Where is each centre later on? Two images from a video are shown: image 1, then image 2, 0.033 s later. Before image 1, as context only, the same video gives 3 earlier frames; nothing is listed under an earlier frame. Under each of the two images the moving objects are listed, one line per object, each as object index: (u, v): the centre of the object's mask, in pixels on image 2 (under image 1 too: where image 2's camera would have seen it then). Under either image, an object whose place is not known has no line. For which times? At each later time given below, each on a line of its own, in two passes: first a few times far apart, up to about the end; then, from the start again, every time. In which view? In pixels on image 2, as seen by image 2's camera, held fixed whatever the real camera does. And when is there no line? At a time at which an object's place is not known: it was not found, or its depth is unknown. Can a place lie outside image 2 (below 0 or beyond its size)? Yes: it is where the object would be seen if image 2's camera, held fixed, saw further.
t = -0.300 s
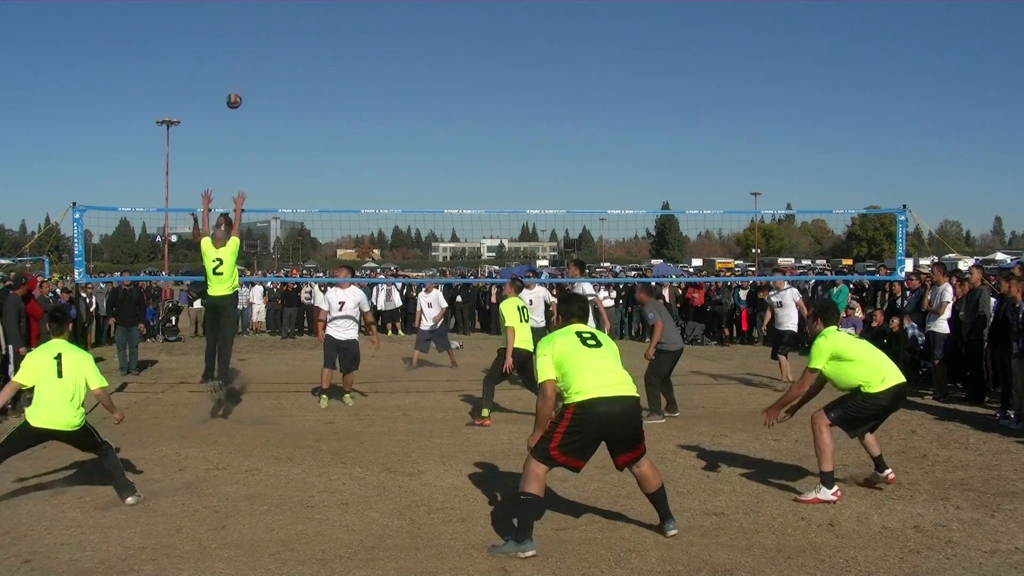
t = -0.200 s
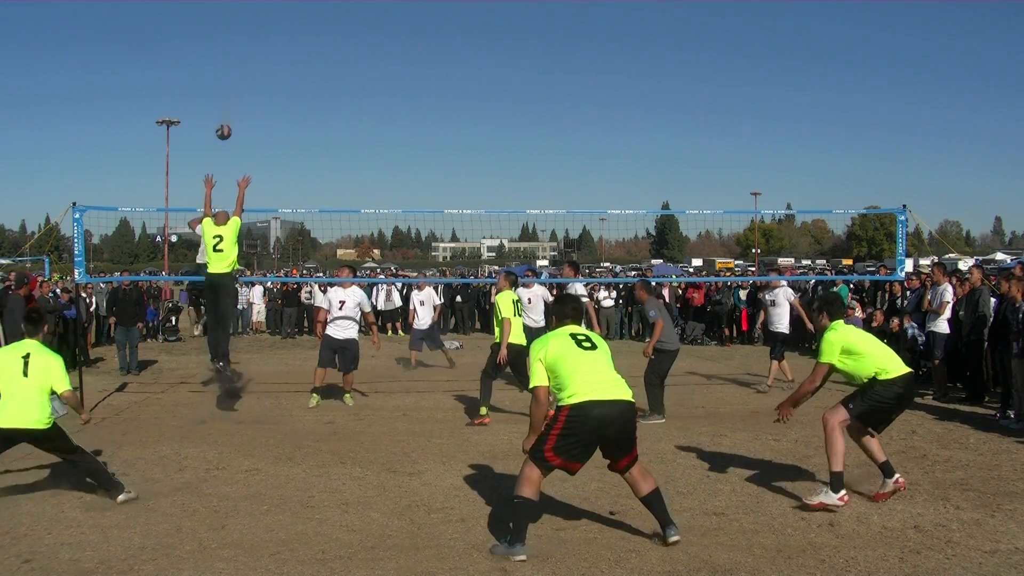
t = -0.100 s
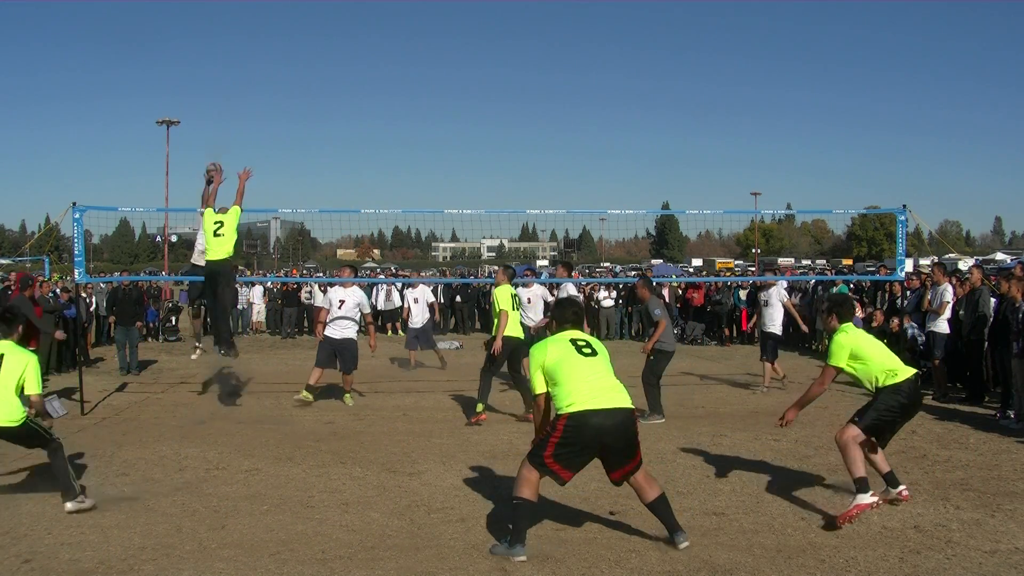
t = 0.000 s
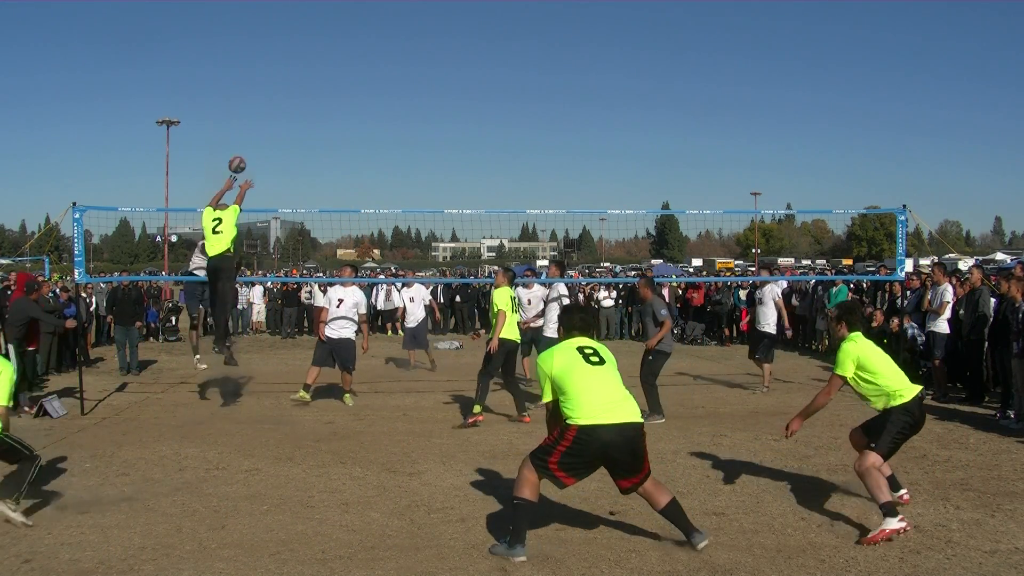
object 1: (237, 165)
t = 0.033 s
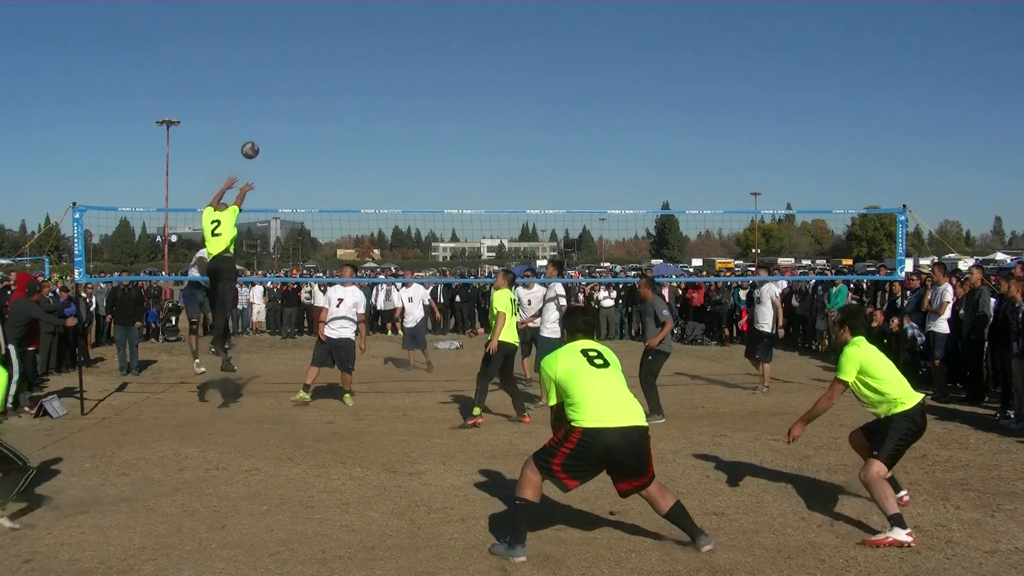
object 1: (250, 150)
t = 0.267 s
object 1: (351, 66)
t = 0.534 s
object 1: (494, 23)
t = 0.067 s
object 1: (263, 136)
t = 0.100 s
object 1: (277, 122)
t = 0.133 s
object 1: (291, 110)
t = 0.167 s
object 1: (305, 98)
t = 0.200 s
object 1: (320, 86)
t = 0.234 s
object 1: (336, 76)
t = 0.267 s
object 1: (351, 66)
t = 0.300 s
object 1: (367, 57)
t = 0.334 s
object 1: (384, 49)
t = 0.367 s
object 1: (401, 42)
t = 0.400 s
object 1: (418, 36)
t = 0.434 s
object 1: (436, 31)
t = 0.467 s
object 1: (455, 27)
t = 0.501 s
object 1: (475, 25)
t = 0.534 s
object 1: (494, 23)
